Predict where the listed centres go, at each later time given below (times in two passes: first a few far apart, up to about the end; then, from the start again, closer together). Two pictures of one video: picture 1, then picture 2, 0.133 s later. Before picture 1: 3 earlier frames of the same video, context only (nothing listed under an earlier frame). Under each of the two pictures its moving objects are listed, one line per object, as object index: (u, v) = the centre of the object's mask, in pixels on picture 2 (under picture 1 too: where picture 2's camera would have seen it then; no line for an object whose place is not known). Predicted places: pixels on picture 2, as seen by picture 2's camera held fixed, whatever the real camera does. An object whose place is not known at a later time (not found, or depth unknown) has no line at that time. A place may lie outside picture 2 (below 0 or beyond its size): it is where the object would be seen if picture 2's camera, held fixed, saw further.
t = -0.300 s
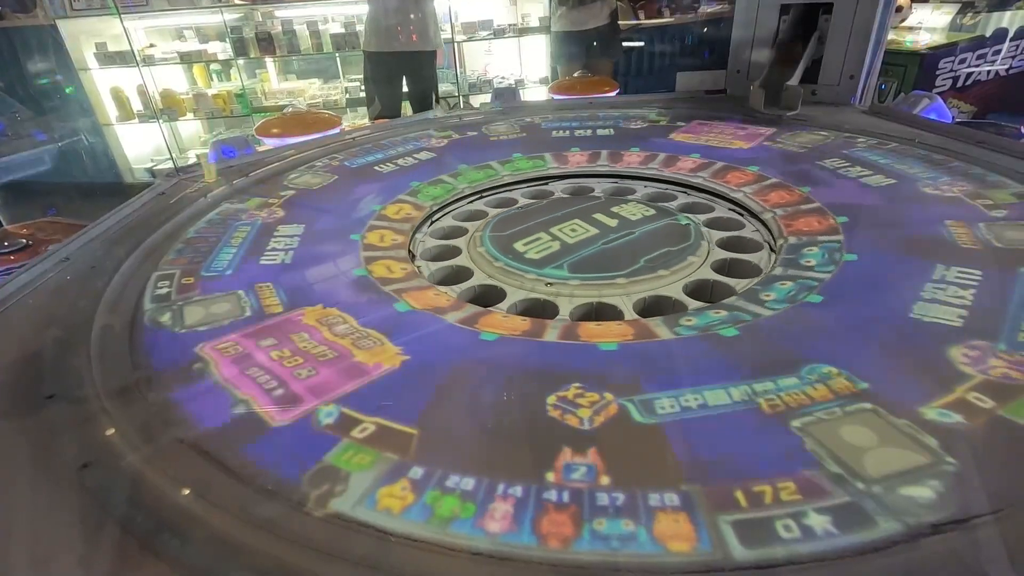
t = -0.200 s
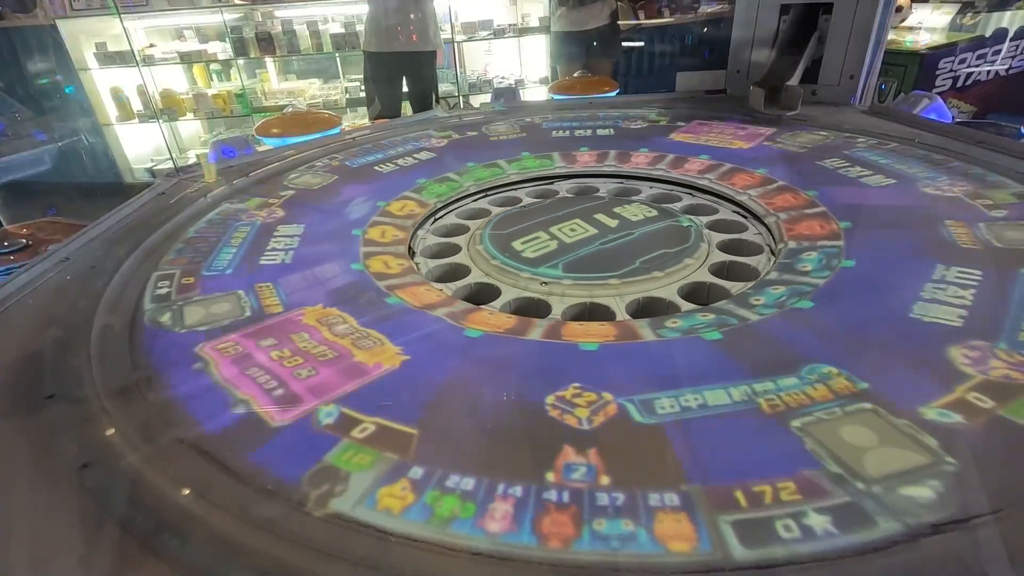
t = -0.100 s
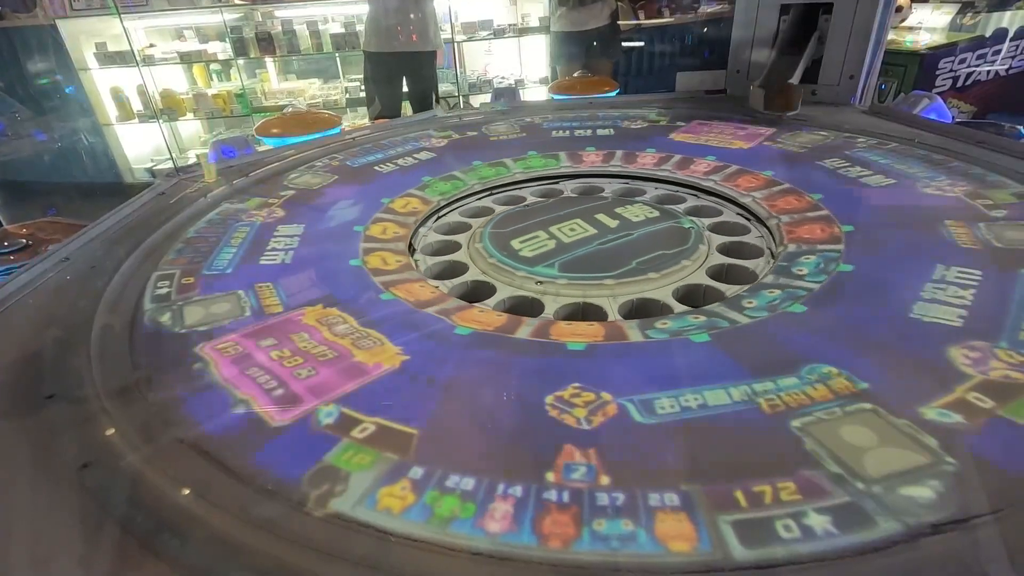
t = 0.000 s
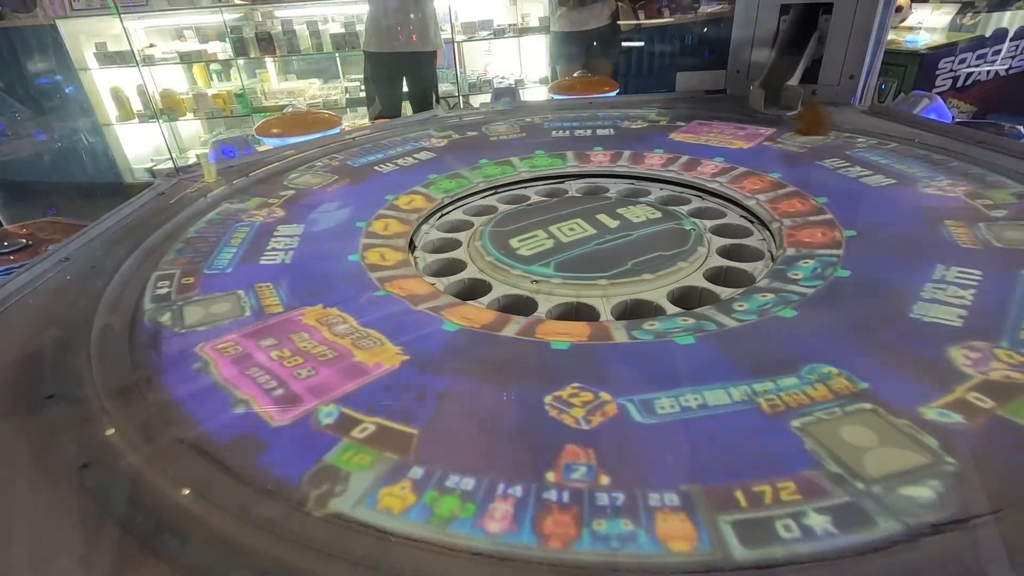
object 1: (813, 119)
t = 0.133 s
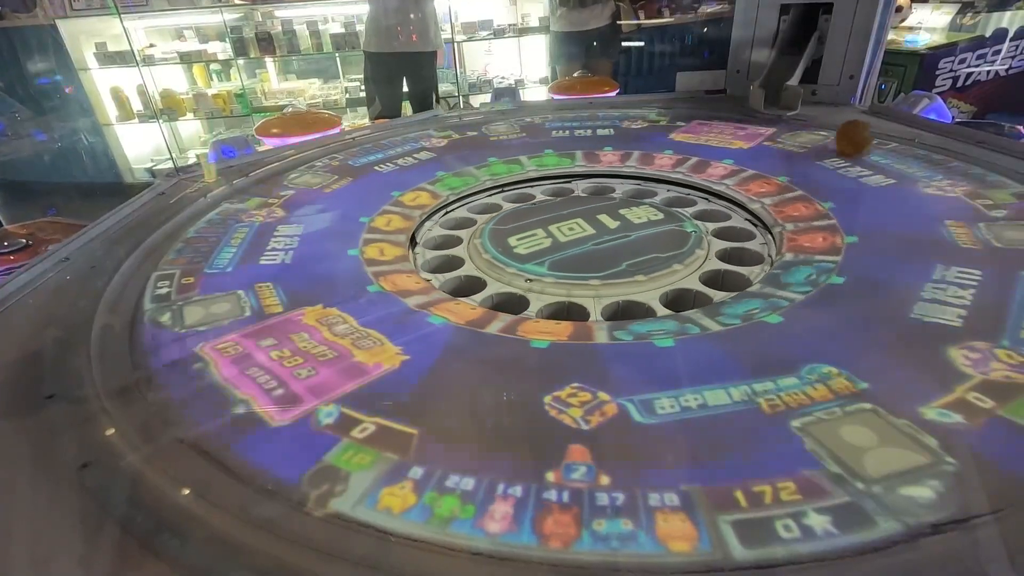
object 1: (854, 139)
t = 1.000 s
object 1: (1018, 449)
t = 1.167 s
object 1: (909, 520)
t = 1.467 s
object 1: (500, 529)
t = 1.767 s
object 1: (215, 447)
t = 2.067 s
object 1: (140, 348)
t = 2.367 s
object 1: (179, 275)
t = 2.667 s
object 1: (243, 217)
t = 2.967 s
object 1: (318, 178)
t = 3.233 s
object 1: (391, 154)
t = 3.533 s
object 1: (479, 137)
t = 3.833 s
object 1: (569, 128)
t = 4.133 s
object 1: (664, 129)
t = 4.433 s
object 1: (764, 140)
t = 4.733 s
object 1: (865, 162)
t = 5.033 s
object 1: (954, 195)
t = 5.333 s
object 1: (1011, 249)
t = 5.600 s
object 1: (1018, 315)
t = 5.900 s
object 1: (983, 385)
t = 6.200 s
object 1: (807, 437)
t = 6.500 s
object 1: (571, 422)
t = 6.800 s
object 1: (387, 367)
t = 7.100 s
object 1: (311, 304)
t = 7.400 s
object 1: (328, 250)
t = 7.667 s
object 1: (395, 210)
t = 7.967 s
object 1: (513, 194)
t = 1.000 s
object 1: (1018, 449)
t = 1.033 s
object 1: (1006, 465)
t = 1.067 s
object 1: (994, 483)
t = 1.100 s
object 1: (975, 498)
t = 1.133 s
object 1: (946, 511)
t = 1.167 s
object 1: (909, 520)
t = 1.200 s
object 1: (865, 526)
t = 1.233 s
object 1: (821, 528)
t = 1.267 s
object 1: (775, 531)
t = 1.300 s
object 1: (729, 532)
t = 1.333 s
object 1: (682, 533)
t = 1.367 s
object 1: (636, 533)
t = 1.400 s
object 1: (588, 532)
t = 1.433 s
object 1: (544, 531)
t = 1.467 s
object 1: (500, 529)
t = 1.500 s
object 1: (460, 526)
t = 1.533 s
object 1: (421, 520)
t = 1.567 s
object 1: (384, 512)
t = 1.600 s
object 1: (350, 502)
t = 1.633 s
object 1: (318, 492)
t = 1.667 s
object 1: (288, 482)
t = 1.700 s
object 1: (260, 470)
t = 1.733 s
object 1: (237, 458)
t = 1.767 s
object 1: (215, 447)
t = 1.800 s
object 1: (197, 434)
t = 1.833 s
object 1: (179, 423)
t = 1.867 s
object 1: (164, 407)
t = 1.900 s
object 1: (153, 397)
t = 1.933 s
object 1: (145, 389)
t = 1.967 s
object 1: (142, 383)
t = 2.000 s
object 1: (140, 368)
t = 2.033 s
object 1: (140, 359)
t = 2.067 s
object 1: (140, 348)
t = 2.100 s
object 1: (144, 341)
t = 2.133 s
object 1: (148, 333)
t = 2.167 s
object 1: (150, 322)
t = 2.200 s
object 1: (154, 314)
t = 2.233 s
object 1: (158, 306)
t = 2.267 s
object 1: (164, 298)
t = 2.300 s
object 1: (168, 291)
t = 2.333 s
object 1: (173, 283)
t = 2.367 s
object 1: (179, 275)
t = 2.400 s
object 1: (185, 267)
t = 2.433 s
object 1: (191, 260)
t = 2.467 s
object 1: (198, 253)
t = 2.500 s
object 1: (205, 247)
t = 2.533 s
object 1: (213, 240)
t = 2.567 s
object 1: (220, 234)
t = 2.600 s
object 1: (228, 228)
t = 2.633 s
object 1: (235, 223)
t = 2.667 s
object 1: (243, 217)
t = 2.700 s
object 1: (251, 212)
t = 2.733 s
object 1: (259, 207)
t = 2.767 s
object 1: (268, 203)
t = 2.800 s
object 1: (276, 198)
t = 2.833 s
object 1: (284, 193)
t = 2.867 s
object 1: (292, 189)
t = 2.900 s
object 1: (302, 186)
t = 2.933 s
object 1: (310, 182)
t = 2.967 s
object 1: (318, 178)
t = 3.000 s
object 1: (328, 174)
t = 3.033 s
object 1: (336, 170)
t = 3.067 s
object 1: (345, 167)
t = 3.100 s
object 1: (354, 164)
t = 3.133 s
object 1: (363, 162)
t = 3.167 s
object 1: (373, 159)
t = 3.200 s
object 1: (382, 157)
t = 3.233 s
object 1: (391, 154)
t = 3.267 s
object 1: (401, 151)
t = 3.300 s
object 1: (410, 149)
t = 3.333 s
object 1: (420, 147)
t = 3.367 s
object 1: (430, 145)
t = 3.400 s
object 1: (439, 143)
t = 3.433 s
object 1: (449, 141)
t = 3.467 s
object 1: (459, 140)
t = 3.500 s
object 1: (469, 138)
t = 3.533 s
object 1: (479, 137)
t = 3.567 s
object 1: (488, 135)
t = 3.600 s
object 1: (498, 134)
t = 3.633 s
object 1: (508, 133)
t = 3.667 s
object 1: (518, 131)
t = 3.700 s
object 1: (528, 131)
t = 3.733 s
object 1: (538, 130)
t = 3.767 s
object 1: (548, 130)
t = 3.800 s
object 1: (559, 129)
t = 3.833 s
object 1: (569, 128)
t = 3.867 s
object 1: (579, 128)
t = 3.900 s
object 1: (590, 128)
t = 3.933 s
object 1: (600, 128)
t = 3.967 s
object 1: (610, 128)
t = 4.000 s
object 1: (621, 128)
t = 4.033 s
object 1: (632, 129)
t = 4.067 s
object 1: (643, 129)
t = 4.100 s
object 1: (653, 129)
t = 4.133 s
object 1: (664, 129)
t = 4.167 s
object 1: (676, 131)
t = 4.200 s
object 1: (686, 132)
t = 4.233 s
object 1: (697, 133)
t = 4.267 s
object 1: (709, 134)
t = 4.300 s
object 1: (720, 135)
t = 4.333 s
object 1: (731, 136)
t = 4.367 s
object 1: (742, 137)
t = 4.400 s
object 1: (753, 138)
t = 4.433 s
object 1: (764, 140)
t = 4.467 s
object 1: (776, 143)
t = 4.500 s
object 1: (787, 144)
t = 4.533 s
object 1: (799, 146)
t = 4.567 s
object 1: (809, 149)
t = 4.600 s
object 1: (821, 151)
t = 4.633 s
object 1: (832, 154)
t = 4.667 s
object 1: (843, 156)
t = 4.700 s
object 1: (854, 159)
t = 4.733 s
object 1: (865, 162)
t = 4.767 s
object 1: (876, 165)
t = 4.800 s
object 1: (887, 169)
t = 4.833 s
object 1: (897, 172)
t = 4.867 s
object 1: (907, 176)
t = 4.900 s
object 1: (918, 179)
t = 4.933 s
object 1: (929, 184)
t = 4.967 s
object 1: (934, 186)
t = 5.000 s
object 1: (944, 190)
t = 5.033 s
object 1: (954, 195)
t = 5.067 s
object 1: (964, 201)
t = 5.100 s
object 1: (974, 206)
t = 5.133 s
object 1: (983, 211)
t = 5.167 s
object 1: (992, 216)
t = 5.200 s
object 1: (998, 223)
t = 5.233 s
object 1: (1002, 230)
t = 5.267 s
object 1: (1005, 236)
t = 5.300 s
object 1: (1008, 243)
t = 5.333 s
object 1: (1011, 249)
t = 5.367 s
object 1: (1013, 257)
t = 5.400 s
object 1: (1015, 265)
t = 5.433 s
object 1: (1016, 273)
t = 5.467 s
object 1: (1017, 282)
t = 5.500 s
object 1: (1018, 291)
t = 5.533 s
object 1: (1019, 298)
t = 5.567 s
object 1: (1018, 307)
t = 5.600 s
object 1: (1018, 315)
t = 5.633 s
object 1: (1016, 324)
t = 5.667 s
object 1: (1015, 331)
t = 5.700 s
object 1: (1013, 340)
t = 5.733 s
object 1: (1010, 348)
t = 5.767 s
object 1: (1007, 356)
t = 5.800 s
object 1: (1003, 364)
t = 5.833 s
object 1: (998, 371)
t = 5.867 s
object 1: (991, 378)
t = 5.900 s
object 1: (983, 385)
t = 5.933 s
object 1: (973, 394)
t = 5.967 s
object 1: (962, 400)
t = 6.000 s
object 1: (942, 408)
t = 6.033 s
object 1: (924, 415)
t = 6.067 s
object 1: (901, 417)
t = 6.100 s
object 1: (879, 422)
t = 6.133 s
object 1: (857, 431)
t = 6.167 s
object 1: (832, 434)
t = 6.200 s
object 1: (807, 437)
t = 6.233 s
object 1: (781, 438)
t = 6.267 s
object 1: (755, 439)
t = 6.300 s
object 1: (728, 440)
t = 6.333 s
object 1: (701, 439)
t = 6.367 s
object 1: (674, 438)
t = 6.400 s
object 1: (648, 436)
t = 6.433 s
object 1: (622, 434)
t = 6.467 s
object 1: (596, 431)
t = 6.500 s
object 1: (571, 422)
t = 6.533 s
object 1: (546, 414)
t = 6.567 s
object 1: (522, 412)
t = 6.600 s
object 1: (500, 406)
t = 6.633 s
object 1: (478, 401)
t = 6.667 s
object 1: (458, 395)
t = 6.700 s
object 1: (438, 390)
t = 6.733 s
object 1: (420, 382)
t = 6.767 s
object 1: (403, 373)
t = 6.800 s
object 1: (387, 367)
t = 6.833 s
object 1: (373, 361)
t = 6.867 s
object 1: (359, 354)
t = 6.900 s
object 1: (347, 348)
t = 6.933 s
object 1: (338, 339)
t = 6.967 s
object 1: (329, 328)
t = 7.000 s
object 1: (323, 324)
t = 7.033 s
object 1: (318, 321)
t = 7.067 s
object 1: (315, 314)
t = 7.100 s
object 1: (311, 304)
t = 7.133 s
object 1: (310, 298)
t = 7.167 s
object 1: (309, 292)
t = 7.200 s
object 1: (310, 289)
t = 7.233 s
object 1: (311, 283)
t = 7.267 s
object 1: (312, 275)
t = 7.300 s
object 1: (315, 269)
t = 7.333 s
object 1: (318, 262)
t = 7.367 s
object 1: (323, 256)
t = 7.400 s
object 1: (328, 250)
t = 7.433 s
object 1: (334, 245)
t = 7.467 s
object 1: (340, 239)
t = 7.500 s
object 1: (348, 233)
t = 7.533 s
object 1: (356, 228)
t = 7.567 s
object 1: (365, 224)
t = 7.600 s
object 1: (375, 219)
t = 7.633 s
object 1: (386, 215)
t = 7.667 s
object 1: (395, 210)
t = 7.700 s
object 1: (407, 206)
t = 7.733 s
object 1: (419, 201)
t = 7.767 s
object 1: (431, 199)
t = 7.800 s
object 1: (444, 199)
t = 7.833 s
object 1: (460, 204)
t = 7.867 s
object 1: (475, 201)
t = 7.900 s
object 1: (489, 197)
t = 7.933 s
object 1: (501, 193)
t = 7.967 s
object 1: (513, 194)
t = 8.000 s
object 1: (525, 193)
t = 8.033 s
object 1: (537, 192)
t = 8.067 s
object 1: (549, 191)
